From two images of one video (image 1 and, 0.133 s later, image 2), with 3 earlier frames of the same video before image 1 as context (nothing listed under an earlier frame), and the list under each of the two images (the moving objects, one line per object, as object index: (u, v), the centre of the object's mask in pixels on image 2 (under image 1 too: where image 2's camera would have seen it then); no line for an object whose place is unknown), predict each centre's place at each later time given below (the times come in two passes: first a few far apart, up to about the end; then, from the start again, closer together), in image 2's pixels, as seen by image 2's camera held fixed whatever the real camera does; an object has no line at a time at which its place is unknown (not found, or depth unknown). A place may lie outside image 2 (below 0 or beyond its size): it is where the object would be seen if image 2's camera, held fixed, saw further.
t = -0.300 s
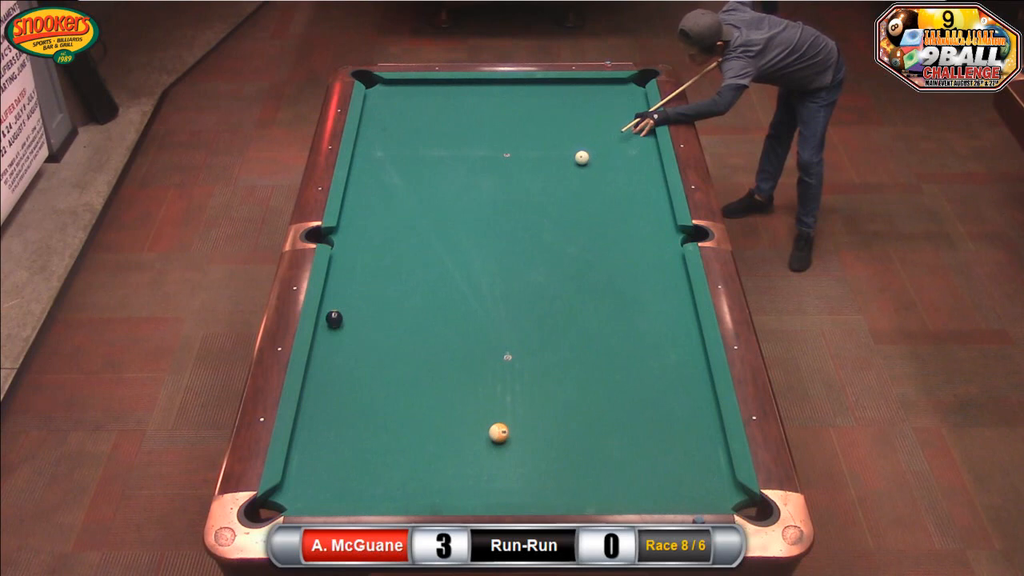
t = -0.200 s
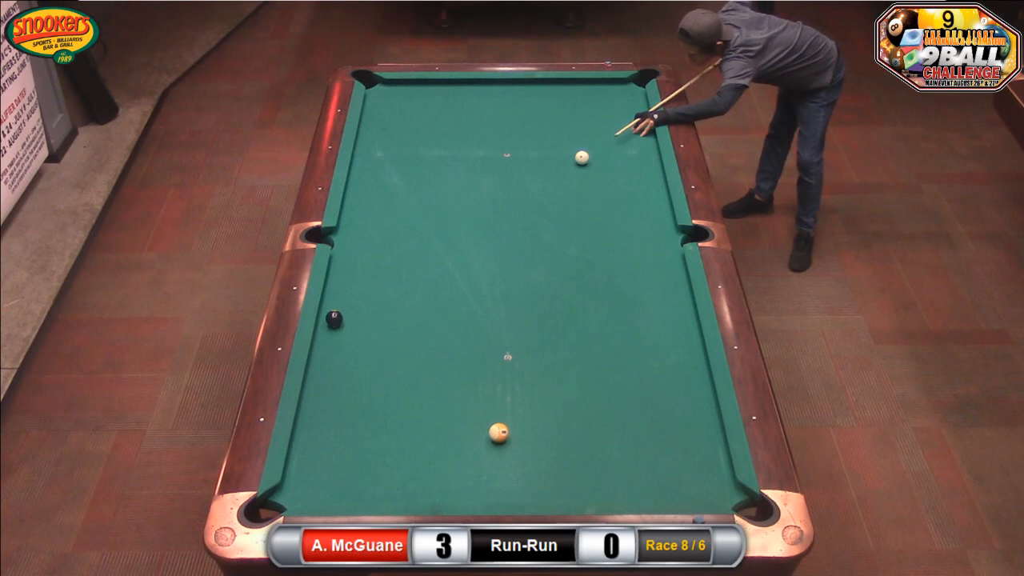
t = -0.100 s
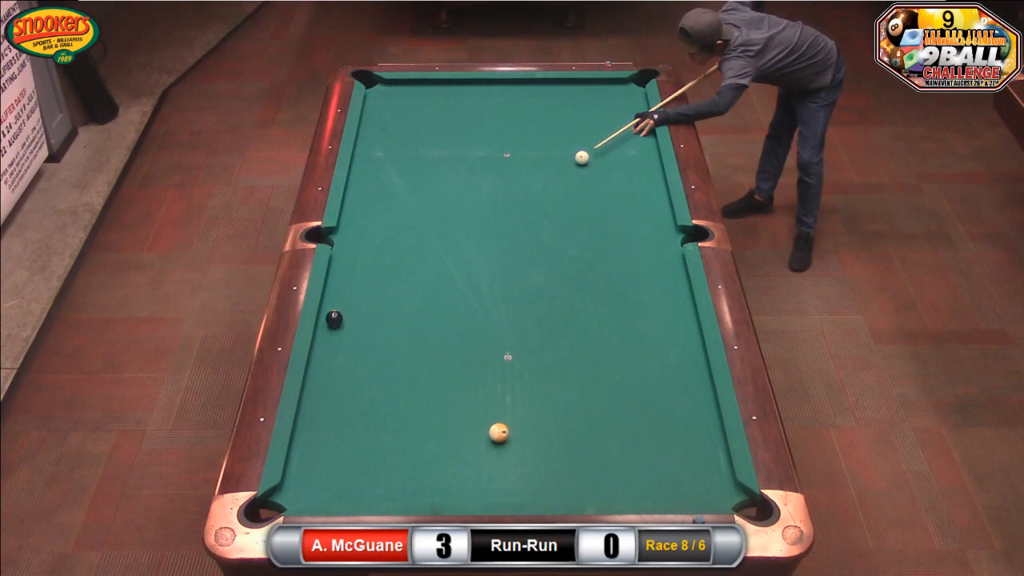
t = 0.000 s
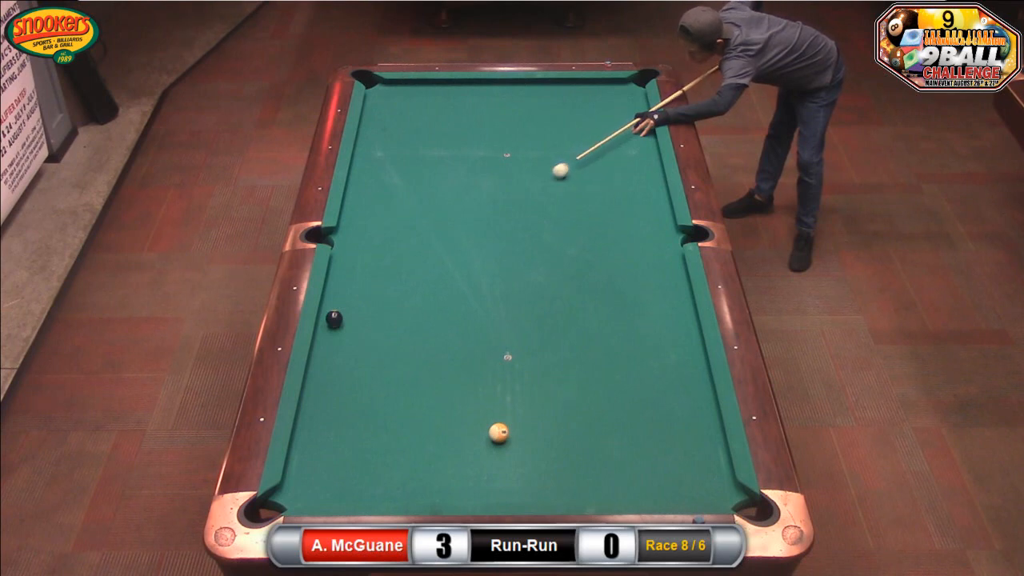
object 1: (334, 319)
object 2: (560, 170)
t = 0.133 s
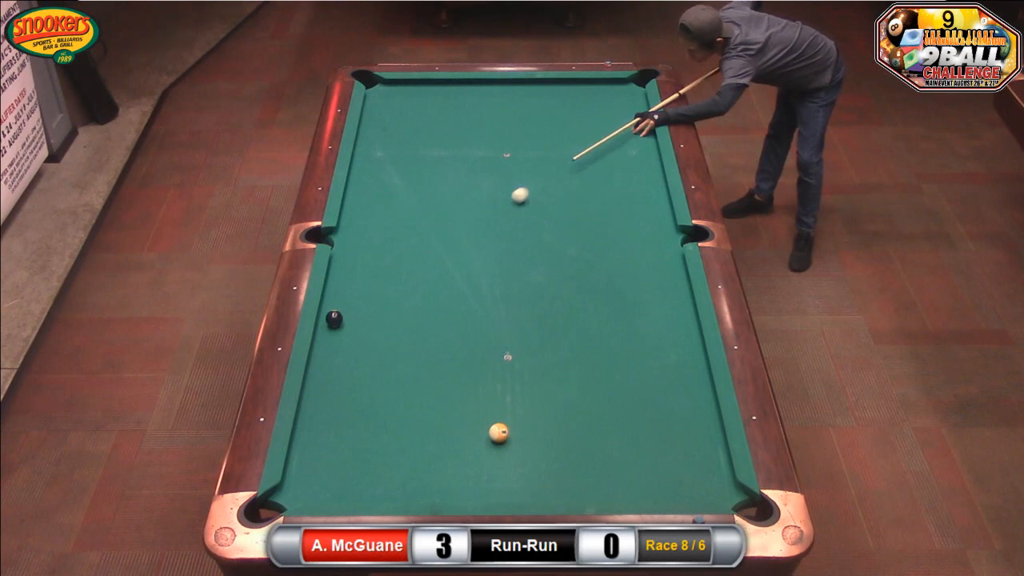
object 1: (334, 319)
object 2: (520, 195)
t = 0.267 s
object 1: (334, 319)
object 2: (477, 221)
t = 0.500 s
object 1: (334, 319)
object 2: (394, 272)
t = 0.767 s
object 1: (328, 343)
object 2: (345, 310)
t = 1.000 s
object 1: (319, 384)
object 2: (390, 321)
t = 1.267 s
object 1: (308, 433)
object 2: (440, 333)
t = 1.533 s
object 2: (490, 345)
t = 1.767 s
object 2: (533, 356)
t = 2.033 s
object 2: (581, 368)
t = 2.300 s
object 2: (628, 380)
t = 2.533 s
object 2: (668, 390)
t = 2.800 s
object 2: (707, 401)
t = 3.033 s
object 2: (686, 406)
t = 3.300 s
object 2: (664, 412)
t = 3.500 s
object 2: (646, 417)
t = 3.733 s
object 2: (629, 421)
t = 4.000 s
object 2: (610, 426)
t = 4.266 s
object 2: (596, 429)
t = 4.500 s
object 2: (584, 432)
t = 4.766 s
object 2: (571, 436)
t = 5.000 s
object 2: (562, 438)
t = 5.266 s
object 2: (553, 440)
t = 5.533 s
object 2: (547, 442)
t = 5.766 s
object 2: (542, 443)
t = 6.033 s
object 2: (539, 444)
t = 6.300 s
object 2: (538, 444)
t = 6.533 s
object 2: (538, 444)
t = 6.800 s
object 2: (538, 445)
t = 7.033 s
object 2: (538, 445)
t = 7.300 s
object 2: (538, 445)
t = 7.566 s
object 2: (538, 444)
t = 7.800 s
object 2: (538, 445)
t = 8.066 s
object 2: (538, 445)
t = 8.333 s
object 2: (538, 445)
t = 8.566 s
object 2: (538, 445)
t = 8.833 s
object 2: (538, 445)
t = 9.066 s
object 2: (538, 444)
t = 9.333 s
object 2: (538, 445)
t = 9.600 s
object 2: (538, 444)
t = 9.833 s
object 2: (538, 444)
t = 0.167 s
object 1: (334, 319)
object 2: (509, 202)
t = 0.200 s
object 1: (334, 319)
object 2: (498, 208)
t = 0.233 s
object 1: (334, 319)
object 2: (487, 215)
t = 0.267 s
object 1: (334, 319)
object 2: (477, 221)
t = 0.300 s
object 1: (334, 319)
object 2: (465, 228)
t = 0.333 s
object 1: (334, 319)
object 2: (454, 235)
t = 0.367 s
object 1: (334, 319)
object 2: (442, 242)
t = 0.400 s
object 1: (334, 319)
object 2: (431, 250)
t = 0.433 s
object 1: (334, 319)
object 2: (419, 257)
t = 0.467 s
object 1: (334, 319)
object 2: (406, 264)
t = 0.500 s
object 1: (334, 319)
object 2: (394, 272)
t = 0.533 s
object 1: (334, 319)
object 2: (381, 280)
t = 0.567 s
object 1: (334, 319)
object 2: (369, 287)
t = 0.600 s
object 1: (334, 319)
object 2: (356, 295)
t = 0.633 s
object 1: (334, 319)
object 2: (342, 303)
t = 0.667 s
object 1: (333, 323)
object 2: (329, 307)
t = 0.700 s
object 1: (331, 330)
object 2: (330, 309)
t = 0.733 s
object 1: (330, 337)
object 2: (338, 309)
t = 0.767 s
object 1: (328, 343)
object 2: (345, 310)
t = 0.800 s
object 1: (327, 349)
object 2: (352, 312)
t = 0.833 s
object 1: (326, 354)
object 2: (358, 313)
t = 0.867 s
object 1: (325, 361)
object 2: (364, 315)
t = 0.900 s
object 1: (323, 366)
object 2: (371, 316)
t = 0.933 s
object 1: (322, 372)
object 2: (377, 318)
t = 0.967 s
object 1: (321, 378)
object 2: (383, 319)
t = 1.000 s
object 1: (319, 384)
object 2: (390, 321)
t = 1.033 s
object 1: (318, 390)
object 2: (396, 323)
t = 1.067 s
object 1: (317, 395)
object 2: (402, 324)
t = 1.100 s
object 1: (315, 402)
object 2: (409, 325)
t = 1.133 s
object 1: (314, 408)
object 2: (415, 327)
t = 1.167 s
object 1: (312, 414)
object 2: (421, 329)
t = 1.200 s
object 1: (311, 420)
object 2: (427, 330)
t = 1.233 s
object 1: (309, 427)
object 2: (434, 332)
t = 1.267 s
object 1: (308, 433)
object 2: (440, 333)
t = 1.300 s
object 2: (446, 335)
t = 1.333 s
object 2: (452, 336)
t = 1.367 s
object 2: (459, 338)
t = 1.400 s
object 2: (465, 339)
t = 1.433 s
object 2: (471, 341)
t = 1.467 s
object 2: (477, 342)
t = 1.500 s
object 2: (484, 344)
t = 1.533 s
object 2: (490, 345)
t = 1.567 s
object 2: (496, 347)
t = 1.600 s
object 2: (502, 348)
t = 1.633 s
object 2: (508, 350)
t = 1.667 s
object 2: (514, 351)
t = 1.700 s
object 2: (521, 353)
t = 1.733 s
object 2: (527, 354)
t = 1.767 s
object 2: (533, 356)
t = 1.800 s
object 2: (539, 358)
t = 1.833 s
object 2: (545, 359)
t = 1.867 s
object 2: (551, 361)
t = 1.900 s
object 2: (557, 362)
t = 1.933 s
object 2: (563, 364)
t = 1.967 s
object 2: (569, 365)
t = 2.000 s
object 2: (574, 366)
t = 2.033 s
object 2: (581, 368)
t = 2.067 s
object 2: (586, 369)
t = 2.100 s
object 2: (592, 371)
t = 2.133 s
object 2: (598, 372)
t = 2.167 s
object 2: (604, 374)
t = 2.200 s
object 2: (610, 375)
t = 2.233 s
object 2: (616, 377)
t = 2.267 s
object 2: (622, 378)
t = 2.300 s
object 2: (628, 380)
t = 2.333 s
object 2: (633, 381)
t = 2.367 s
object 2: (640, 383)
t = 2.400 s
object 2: (645, 384)
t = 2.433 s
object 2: (651, 386)
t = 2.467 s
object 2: (657, 387)
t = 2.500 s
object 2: (662, 389)
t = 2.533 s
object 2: (668, 390)
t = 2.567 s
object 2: (674, 392)
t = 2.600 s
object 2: (680, 393)
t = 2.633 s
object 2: (686, 394)
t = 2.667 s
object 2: (691, 396)
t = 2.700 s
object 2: (697, 397)
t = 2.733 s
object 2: (703, 399)
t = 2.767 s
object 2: (708, 400)
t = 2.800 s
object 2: (707, 401)
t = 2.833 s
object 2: (704, 402)
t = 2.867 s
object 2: (701, 403)
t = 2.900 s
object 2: (698, 403)
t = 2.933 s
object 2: (695, 404)
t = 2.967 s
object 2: (692, 405)
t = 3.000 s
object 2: (689, 406)
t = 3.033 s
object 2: (686, 406)
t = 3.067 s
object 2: (683, 407)
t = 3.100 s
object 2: (681, 408)
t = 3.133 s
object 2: (678, 409)
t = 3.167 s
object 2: (675, 409)
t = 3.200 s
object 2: (672, 410)
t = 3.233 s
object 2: (669, 411)
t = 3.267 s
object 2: (667, 411)
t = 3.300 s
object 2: (664, 412)
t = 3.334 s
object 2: (661, 413)
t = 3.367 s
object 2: (659, 413)
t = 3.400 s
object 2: (656, 414)
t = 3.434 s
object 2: (653, 415)
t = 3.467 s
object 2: (648, 416)
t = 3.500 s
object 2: (646, 417)
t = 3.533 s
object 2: (643, 417)
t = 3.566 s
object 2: (641, 418)
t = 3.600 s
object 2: (639, 419)
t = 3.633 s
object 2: (636, 419)
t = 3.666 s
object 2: (634, 420)
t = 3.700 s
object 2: (631, 420)
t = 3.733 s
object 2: (629, 421)
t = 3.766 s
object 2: (627, 421)
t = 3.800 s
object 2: (625, 422)
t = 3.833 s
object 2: (622, 422)
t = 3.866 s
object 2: (620, 423)
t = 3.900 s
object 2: (618, 424)
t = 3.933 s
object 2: (616, 424)
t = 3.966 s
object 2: (614, 425)
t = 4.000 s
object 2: (610, 426)
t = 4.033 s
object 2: (608, 426)
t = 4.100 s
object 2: (605, 427)
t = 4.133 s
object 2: (603, 427)
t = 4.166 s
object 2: (602, 428)
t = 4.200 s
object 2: (600, 428)
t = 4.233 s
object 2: (598, 429)
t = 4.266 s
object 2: (596, 429)
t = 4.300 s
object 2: (594, 430)
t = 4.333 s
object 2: (592, 430)
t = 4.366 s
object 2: (590, 431)
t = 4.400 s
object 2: (589, 431)
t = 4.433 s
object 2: (587, 431)
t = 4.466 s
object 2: (585, 432)
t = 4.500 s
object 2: (584, 432)
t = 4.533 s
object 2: (582, 433)
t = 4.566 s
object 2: (581, 433)
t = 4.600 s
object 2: (579, 434)
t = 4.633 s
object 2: (577, 434)
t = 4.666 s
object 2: (576, 435)
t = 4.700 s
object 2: (574, 435)
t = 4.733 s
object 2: (573, 435)
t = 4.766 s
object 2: (571, 436)
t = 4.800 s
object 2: (570, 436)
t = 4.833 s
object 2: (569, 437)
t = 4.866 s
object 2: (567, 437)
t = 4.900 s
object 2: (566, 437)
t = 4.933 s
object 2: (565, 438)
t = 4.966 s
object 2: (563, 438)
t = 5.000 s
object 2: (562, 438)
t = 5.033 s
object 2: (561, 438)
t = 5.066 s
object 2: (559, 439)
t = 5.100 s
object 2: (559, 439)
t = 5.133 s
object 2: (558, 439)
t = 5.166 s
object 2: (556, 439)
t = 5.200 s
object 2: (555, 440)
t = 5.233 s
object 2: (554, 440)
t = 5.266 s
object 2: (553, 440)
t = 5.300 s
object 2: (552, 441)
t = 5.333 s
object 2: (552, 441)
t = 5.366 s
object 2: (550, 441)
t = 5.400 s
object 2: (550, 441)
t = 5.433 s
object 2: (549, 441)
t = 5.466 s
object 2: (548, 442)
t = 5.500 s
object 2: (547, 442)
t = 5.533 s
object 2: (547, 442)
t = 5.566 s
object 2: (546, 442)
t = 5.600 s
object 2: (545, 442)
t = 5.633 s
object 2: (545, 443)
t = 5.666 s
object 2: (544, 443)
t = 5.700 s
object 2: (543, 443)
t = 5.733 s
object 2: (543, 443)
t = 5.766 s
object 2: (542, 443)
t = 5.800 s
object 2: (542, 443)
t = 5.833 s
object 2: (541, 443)
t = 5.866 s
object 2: (541, 443)
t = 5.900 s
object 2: (540, 444)
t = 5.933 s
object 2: (540, 443)
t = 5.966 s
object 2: (540, 444)
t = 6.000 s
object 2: (540, 444)
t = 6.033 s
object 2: (539, 444)
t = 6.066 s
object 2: (539, 444)
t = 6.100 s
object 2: (538, 444)
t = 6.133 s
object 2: (538, 444)
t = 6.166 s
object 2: (538, 444)
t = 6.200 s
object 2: (538, 444)
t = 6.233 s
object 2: (538, 444)
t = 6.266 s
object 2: (538, 444)
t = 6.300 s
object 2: (538, 444)
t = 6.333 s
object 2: (538, 444)
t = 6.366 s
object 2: (538, 444)
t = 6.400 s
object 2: (538, 445)
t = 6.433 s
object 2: (538, 445)
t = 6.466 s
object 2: (538, 445)
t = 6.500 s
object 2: (538, 445)
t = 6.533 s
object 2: (538, 444)
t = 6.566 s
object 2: (538, 445)
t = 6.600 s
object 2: (538, 444)
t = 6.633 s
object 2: (538, 444)
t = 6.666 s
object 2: (538, 445)
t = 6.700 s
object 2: (538, 445)
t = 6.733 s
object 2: (538, 445)
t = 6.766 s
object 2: (538, 445)
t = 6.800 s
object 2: (538, 445)
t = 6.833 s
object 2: (538, 445)
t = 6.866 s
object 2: (538, 445)
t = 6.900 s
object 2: (538, 445)
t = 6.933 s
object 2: (538, 445)
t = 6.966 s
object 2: (538, 445)
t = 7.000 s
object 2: (538, 445)
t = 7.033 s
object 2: (538, 445)
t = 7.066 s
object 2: (538, 445)
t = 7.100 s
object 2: (538, 445)
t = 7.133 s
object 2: (538, 445)
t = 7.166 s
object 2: (538, 445)
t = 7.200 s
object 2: (538, 445)
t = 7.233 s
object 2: (538, 445)
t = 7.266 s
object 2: (538, 445)
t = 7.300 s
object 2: (538, 445)
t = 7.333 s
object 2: (538, 444)
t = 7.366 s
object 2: (538, 445)
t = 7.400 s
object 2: (538, 445)
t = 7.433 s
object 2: (538, 445)
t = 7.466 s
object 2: (538, 445)
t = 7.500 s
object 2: (538, 445)
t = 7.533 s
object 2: (538, 444)
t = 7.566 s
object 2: (538, 444)
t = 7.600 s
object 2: (538, 445)
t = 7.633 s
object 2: (538, 444)
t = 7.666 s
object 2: (538, 444)
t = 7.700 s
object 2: (538, 445)
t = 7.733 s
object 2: (538, 445)
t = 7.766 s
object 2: (538, 445)
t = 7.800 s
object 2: (538, 445)
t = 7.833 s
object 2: (538, 445)
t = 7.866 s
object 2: (538, 445)
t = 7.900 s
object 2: (538, 444)
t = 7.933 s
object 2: (538, 445)
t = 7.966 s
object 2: (538, 445)
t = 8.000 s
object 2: (538, 445)
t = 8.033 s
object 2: (538, 445)
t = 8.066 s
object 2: (538, 445)
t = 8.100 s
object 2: (538, 444)
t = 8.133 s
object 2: (538, 445)
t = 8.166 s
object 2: (538, 445)
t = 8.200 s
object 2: (538, 445)
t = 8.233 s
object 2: (538, 445)
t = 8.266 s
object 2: (538, 445)
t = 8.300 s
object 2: (538, 445)
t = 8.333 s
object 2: (538, 445)
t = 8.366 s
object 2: (538, 445)
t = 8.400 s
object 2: (538, 445)
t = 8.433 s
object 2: (538, 445)
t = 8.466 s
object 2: (538, 445)
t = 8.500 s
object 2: (538, 445)
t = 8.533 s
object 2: (538, 445)
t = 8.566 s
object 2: (538, 445)
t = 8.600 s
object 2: (538, 445)
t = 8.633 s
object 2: (538, 445)
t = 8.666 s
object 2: (538, 445)
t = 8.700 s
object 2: (538, 444)
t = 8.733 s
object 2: (538, 445)
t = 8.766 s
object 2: (538, 445)
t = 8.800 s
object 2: (538, 445)
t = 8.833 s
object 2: (538, 445)
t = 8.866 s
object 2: (538, 445)
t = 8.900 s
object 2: (538, 445)
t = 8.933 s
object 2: (538, 445)
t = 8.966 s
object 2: (538, 445)
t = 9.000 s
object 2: (538, 444)
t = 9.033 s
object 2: (538, 444)
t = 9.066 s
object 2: (538, 444)
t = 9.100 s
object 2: (538, 444)
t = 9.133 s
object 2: (538, 444)
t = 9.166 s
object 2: (538, 445)
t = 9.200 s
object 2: (538, 445)
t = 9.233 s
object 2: (538, 445)
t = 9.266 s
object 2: (538, 445)
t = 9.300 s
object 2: (538, 445)
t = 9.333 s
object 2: (538, 445)
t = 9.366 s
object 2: (538, 445)
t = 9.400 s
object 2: (538, 445)
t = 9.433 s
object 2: (538, 445)
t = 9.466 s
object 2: (538, 445)
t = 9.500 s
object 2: (538, 444)
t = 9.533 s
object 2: (538, 444)
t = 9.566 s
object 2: (538, 444)
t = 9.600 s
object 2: (538, 444)
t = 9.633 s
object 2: (538, 444)
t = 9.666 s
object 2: (538, 444)
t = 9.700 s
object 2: (538, 444)
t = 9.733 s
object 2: (538, 444)
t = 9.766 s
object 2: (538, 444)
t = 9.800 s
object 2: (538, 444)
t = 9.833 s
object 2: (538, 444)
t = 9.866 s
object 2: (538, 444)
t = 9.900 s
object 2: (538, 444)
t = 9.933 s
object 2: (538, 444)
